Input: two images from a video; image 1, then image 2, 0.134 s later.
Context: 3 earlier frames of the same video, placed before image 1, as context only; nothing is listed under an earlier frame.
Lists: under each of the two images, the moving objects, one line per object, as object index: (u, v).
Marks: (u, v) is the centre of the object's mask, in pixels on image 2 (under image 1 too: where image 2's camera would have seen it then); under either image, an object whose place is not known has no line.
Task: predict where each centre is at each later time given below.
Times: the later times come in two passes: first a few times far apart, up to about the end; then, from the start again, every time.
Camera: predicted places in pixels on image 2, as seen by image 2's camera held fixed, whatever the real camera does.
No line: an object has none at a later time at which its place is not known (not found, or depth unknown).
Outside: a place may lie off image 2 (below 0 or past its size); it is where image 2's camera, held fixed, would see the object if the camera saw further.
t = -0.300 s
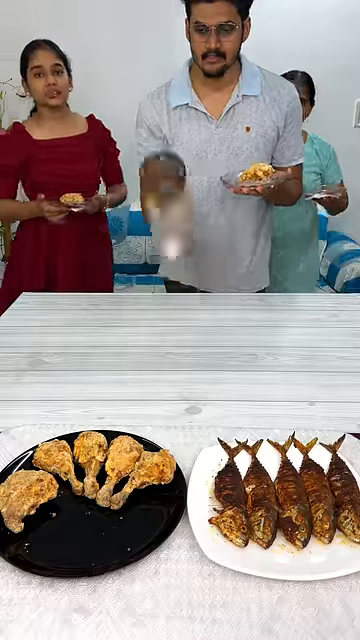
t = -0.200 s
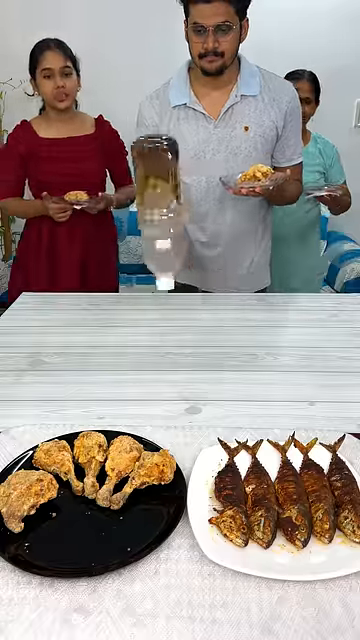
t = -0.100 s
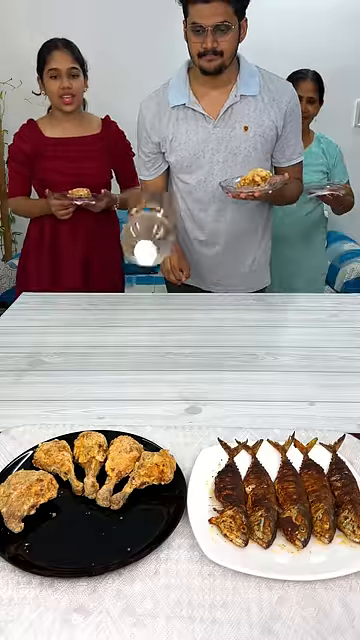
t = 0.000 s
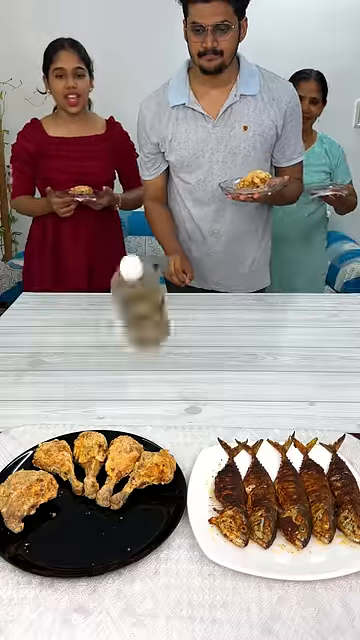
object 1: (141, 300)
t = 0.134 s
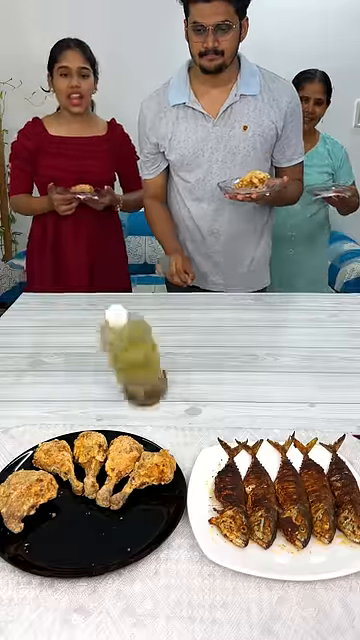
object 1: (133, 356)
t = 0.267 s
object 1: (123, 388)
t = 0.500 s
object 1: (117, 405)
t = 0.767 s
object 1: (118, 405)
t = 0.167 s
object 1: (132, 359)
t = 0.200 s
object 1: (130, 366)
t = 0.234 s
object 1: (127, 375)
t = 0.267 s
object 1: (123, 388)
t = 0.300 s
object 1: (118, 404)
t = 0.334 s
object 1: (118, 406)
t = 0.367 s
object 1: (118, 405)
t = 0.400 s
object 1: (117, 405)
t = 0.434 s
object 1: (117, 405)
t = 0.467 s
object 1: (118, 406)
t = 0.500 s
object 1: (117, 405)
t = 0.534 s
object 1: (117, 405)
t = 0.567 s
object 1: (117, 405)
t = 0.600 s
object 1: (117, 405)
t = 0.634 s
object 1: (118, 405)
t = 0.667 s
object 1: (118, 405)
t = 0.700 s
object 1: (118, 405)
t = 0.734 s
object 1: (118, 405)
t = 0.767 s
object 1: (118, 405)
